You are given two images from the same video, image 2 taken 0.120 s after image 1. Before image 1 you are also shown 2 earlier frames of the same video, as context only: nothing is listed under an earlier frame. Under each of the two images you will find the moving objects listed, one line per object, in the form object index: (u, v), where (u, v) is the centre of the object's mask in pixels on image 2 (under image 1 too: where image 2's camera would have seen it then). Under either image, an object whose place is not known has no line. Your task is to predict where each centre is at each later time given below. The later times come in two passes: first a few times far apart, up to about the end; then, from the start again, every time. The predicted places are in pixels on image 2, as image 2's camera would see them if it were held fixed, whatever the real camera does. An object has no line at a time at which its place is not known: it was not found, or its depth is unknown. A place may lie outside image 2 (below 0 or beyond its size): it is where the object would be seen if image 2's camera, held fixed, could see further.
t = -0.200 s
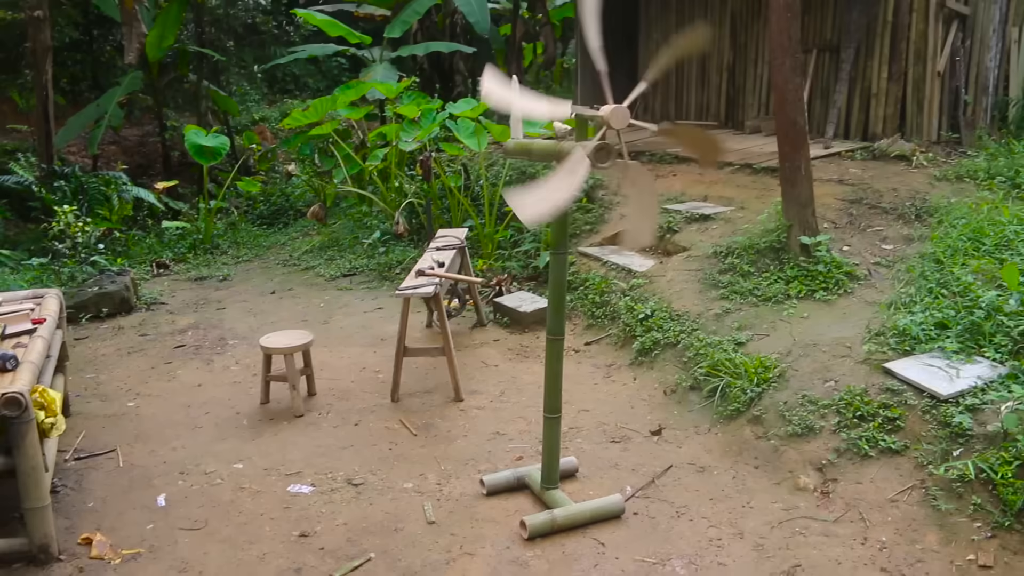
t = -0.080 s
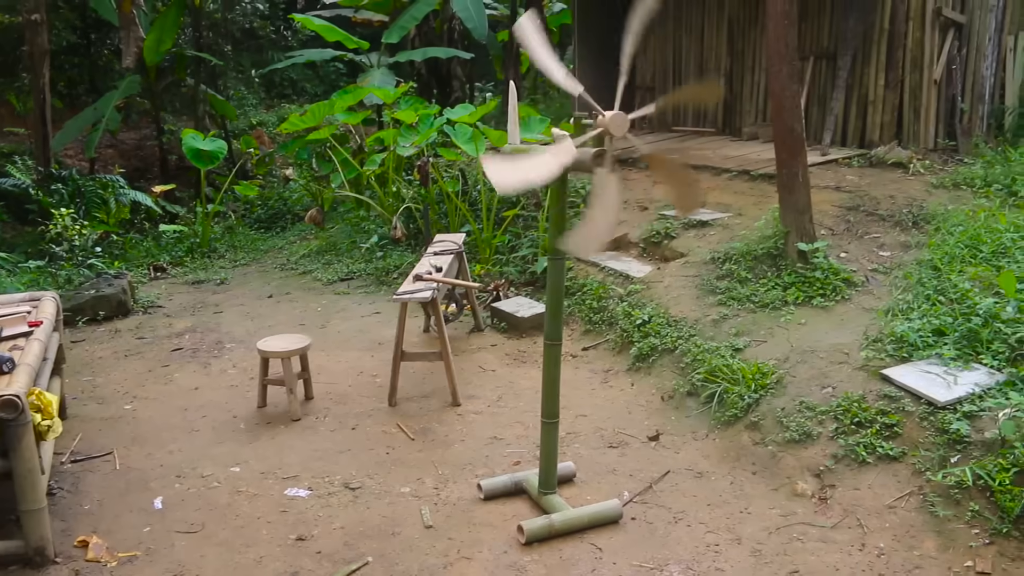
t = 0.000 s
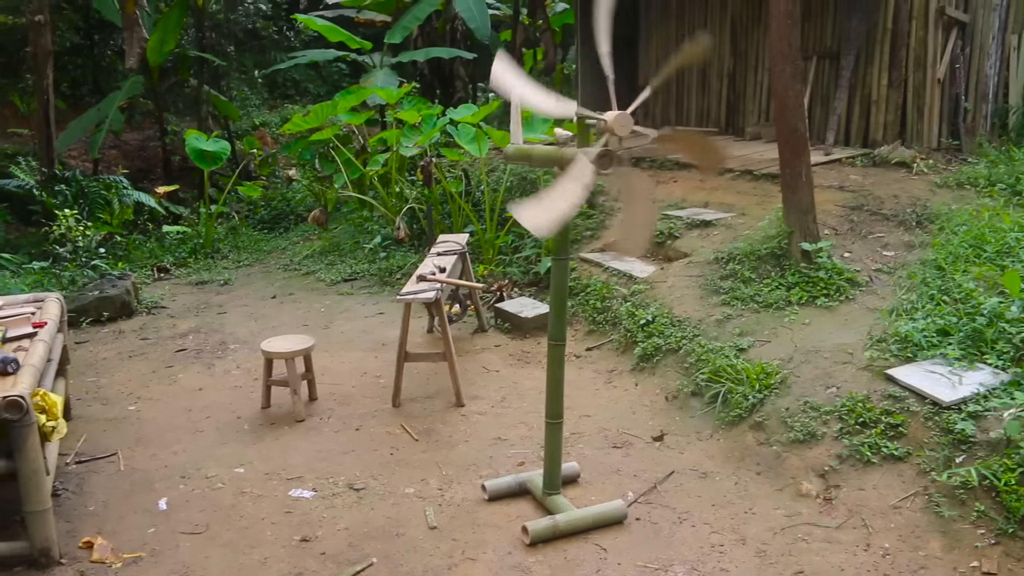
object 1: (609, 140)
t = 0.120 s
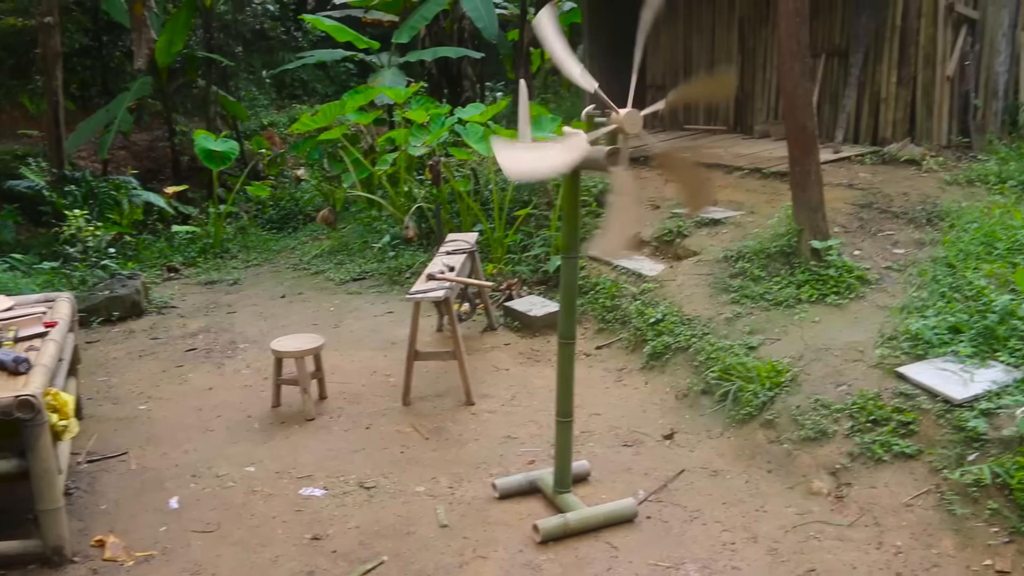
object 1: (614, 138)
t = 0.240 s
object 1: (616, 137)
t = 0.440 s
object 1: (618, 131)
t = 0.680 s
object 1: (611, 132)
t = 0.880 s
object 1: (612, 133)
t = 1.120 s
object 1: (614, 133)
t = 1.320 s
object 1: (617, 132)
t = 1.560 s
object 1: (616, 136)
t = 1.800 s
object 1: (611, 139)
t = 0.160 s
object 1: (616, 135)
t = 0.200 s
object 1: (617, 133)
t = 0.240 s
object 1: (616, 137)
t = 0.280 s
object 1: (614, 132)
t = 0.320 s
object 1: (616, 133)
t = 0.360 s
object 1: (616, 132)
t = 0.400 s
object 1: (617, 132)
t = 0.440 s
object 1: (618, 131)
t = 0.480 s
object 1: (613, 131)
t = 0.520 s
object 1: (612, 131)
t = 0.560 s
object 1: (613, 131)
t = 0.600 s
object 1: (614, 133)
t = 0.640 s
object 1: (608, 137)
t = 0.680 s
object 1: (611, 132)
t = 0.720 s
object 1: (609, 134)
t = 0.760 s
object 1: (612, 132)
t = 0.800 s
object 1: (614, 133)
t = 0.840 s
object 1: (618, 131)
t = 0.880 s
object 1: (612, 133)
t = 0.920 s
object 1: (612, 134)
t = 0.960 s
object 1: (608, 135)
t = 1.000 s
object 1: (616, 134)
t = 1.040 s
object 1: (612, 134)
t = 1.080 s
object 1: (612, 133)
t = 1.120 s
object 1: (614, 133)
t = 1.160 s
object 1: (615, 134)
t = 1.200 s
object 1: (604, 121)
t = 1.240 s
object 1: (620, 131)
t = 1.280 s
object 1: (616, 134)
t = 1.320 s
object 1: (617, 132)
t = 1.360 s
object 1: (620, 135)
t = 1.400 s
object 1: (622, 137)
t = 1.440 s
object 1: (622, 135)
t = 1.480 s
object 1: (618, 136)
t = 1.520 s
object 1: (624, 133)
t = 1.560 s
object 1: (616, 136)
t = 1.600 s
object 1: (620, 135)
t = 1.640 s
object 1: (620, 134)
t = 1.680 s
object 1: (622, 137)
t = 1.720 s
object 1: (614, 141)
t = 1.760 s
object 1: (614, 140)
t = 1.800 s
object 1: (611, 139)
